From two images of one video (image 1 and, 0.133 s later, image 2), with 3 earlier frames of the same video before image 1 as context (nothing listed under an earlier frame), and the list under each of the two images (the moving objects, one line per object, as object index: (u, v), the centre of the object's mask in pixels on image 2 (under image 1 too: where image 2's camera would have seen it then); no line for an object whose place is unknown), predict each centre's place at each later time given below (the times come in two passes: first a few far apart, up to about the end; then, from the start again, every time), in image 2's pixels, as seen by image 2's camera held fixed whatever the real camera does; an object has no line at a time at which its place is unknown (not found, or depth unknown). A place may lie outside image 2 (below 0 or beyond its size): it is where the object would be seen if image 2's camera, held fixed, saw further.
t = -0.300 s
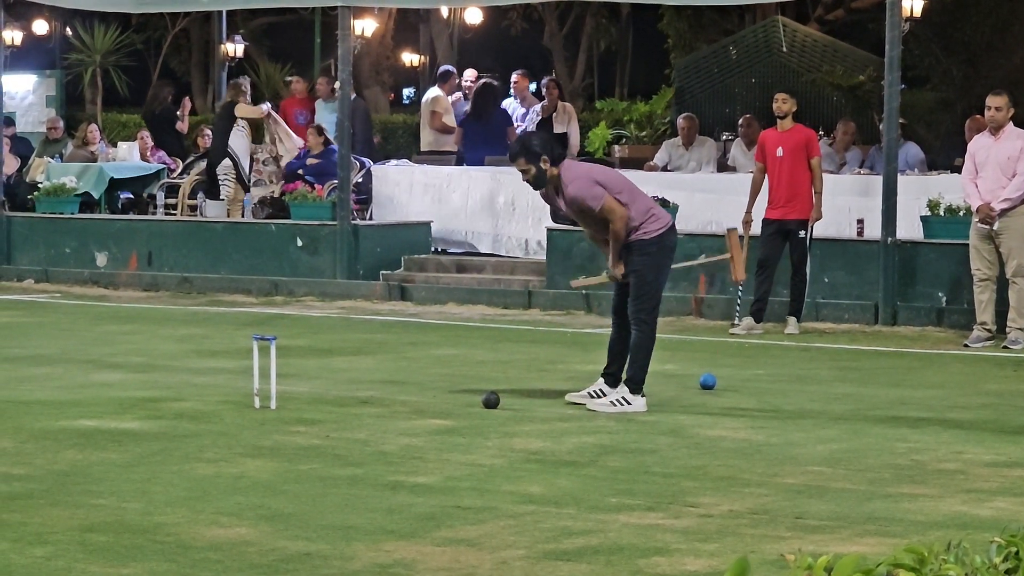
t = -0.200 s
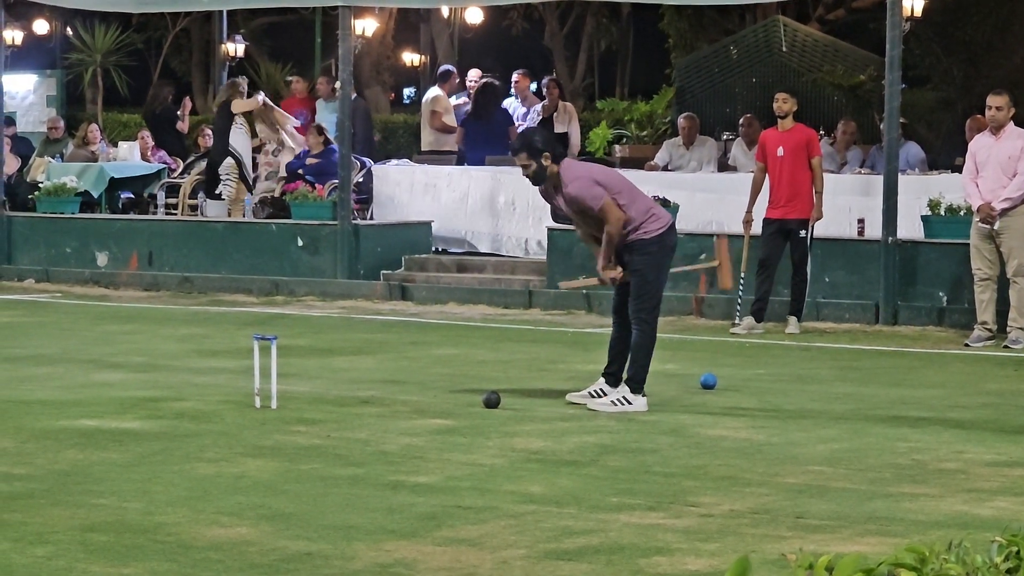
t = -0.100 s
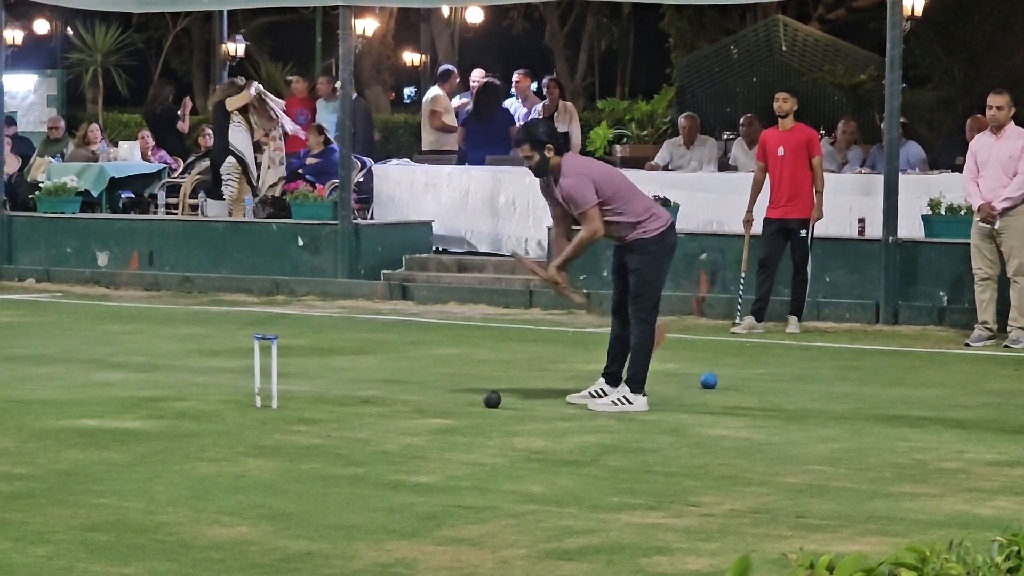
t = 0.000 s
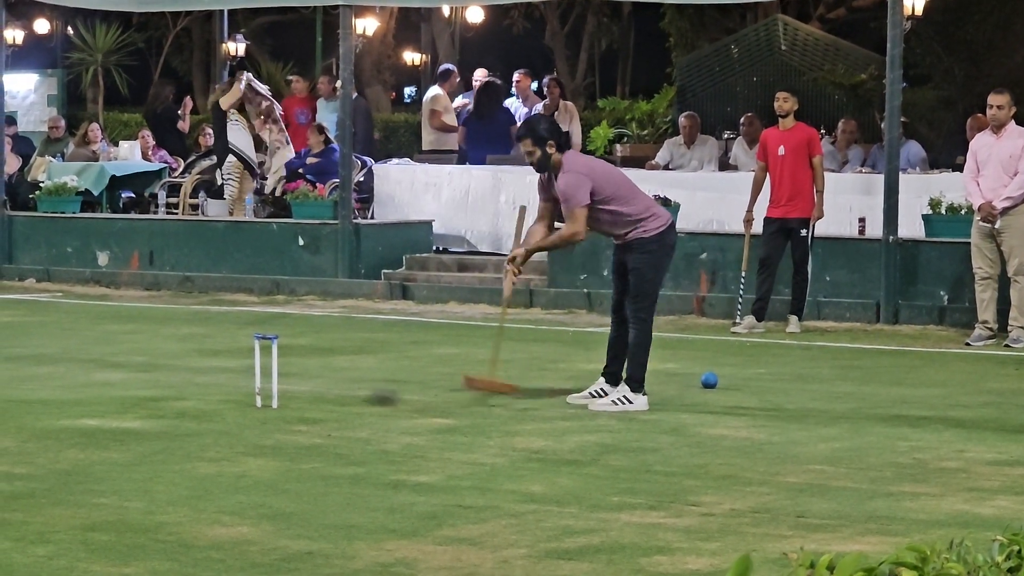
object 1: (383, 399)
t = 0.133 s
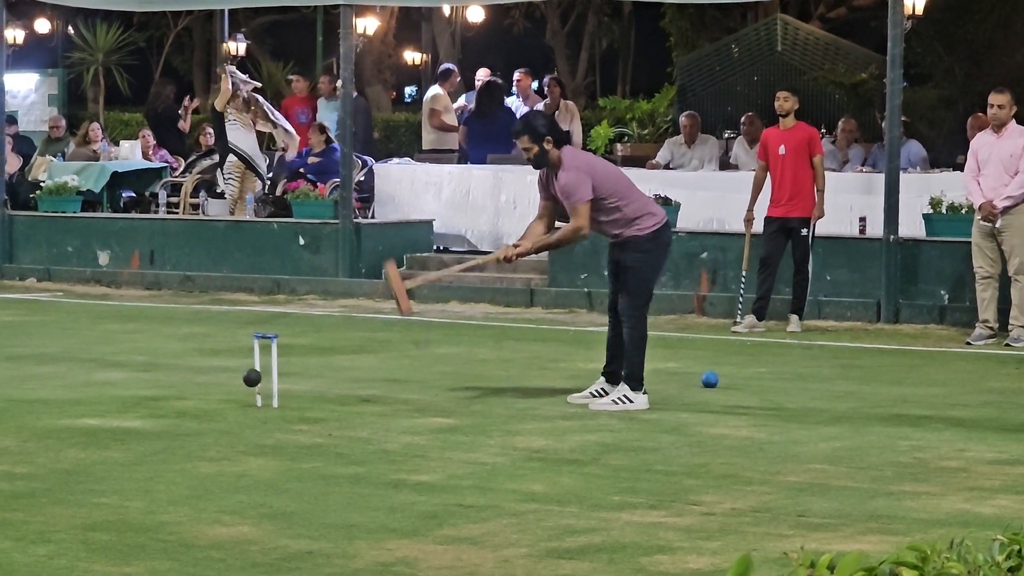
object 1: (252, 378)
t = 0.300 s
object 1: (223, 395)
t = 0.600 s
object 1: (152, 412)
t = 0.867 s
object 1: (90, 418)
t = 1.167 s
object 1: (25, 426)
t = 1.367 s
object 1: (-8, 430)
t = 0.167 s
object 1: (246, 377)
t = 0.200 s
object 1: (241, 378)
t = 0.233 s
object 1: (235, 382)
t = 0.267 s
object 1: (229, 387)
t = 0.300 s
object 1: (223, 395)
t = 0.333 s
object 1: (217, 406)
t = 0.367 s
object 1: (209, 404)
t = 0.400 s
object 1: (201, 402)
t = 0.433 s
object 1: (193, 404)
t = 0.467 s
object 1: (184, 408)
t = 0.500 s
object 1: (176, 410)
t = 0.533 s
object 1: (168, 410)
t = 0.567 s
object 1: (160, 411)
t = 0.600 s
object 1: (152, 412)
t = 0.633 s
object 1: (144, 412)
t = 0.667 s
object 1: (136, 413)
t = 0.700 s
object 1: (128, 414)
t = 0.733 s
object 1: (120, 415)
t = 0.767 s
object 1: (113, 416)
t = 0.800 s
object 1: (105, 416)
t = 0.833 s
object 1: (97, 417)
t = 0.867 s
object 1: (90, 418)
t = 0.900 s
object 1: (82, 419)
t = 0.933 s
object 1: (75, 420)
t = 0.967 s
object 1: (67, 421)
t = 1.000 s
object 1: (60, 422)
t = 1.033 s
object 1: (53, 422)
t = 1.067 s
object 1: (46, 424)
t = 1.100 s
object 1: (39, 424)
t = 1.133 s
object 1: (32, 425)
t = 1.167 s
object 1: (25, 426)
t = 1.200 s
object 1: (19, 427)
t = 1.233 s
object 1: (12, 427)
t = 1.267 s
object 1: (6, 428)
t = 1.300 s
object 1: (0, 429)
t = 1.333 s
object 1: (-5, 430)
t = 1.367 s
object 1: (-8, 430)
